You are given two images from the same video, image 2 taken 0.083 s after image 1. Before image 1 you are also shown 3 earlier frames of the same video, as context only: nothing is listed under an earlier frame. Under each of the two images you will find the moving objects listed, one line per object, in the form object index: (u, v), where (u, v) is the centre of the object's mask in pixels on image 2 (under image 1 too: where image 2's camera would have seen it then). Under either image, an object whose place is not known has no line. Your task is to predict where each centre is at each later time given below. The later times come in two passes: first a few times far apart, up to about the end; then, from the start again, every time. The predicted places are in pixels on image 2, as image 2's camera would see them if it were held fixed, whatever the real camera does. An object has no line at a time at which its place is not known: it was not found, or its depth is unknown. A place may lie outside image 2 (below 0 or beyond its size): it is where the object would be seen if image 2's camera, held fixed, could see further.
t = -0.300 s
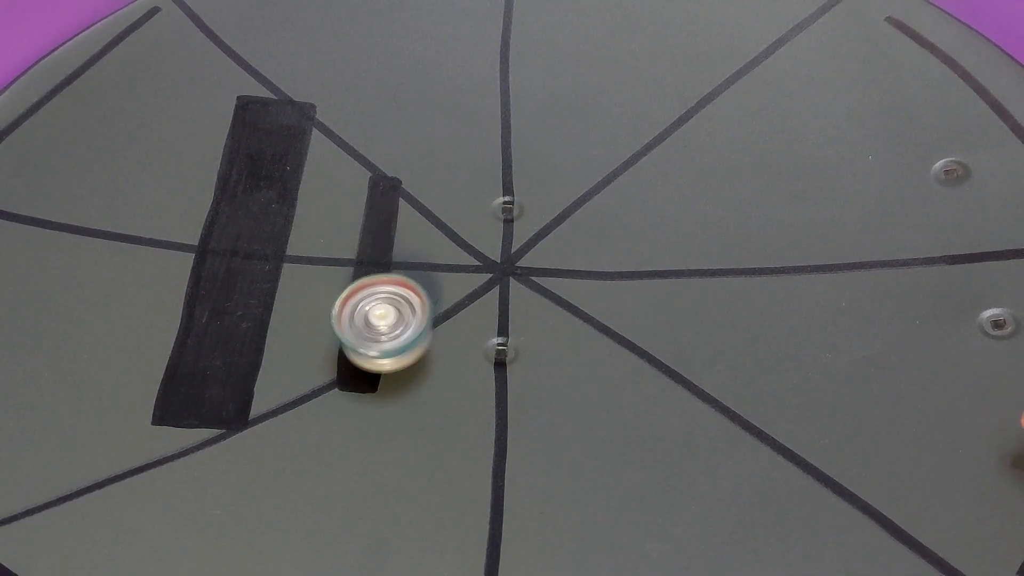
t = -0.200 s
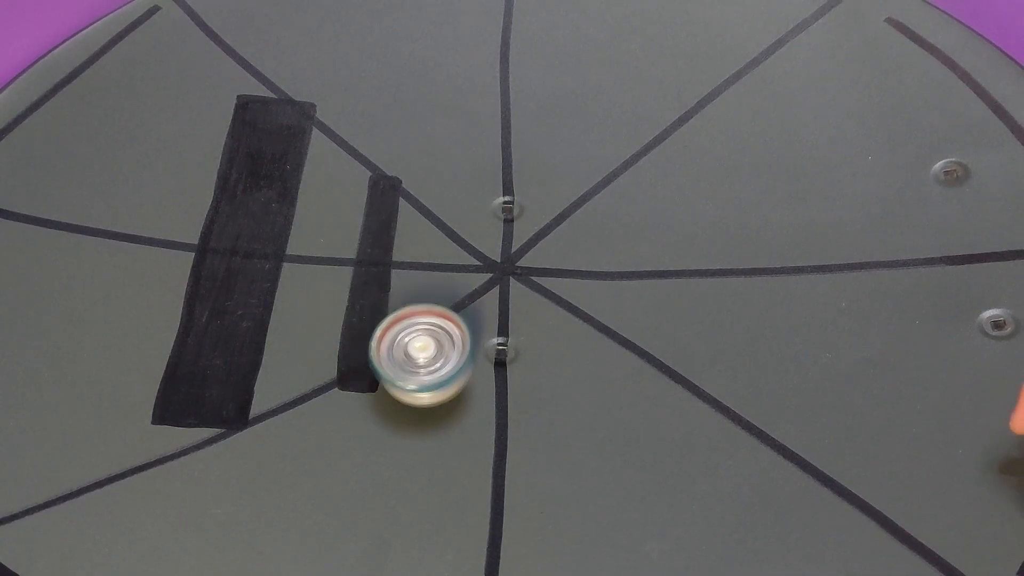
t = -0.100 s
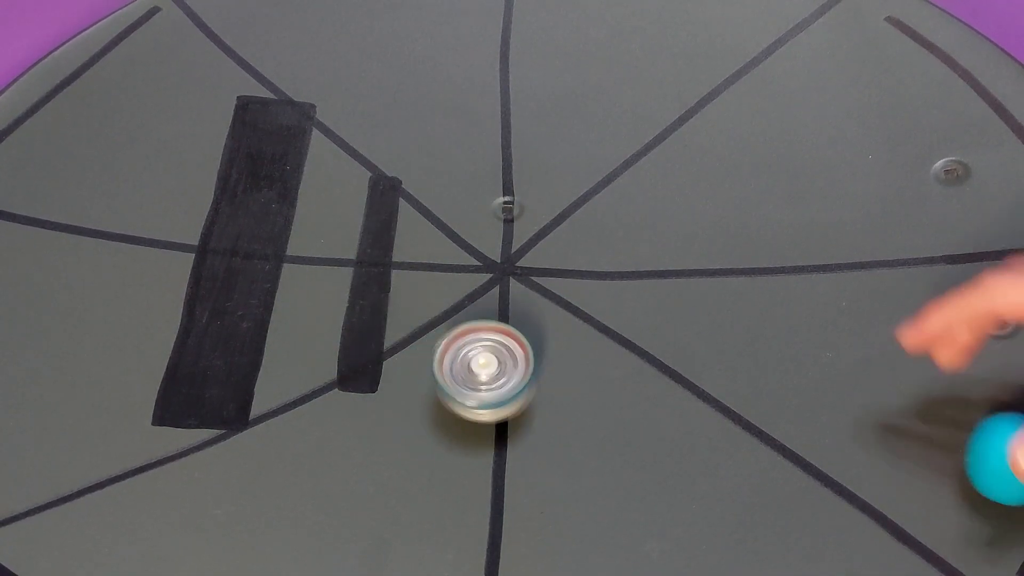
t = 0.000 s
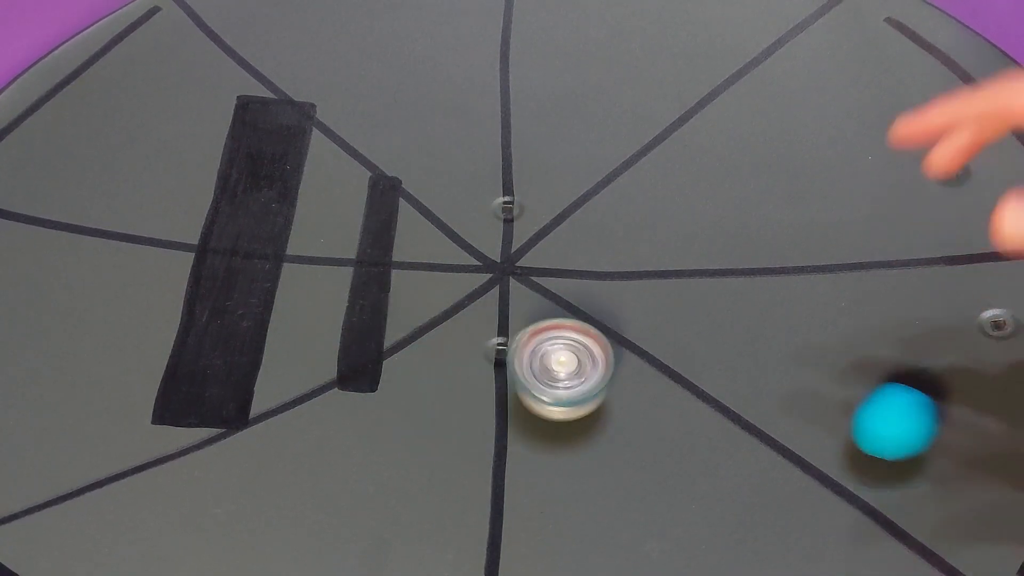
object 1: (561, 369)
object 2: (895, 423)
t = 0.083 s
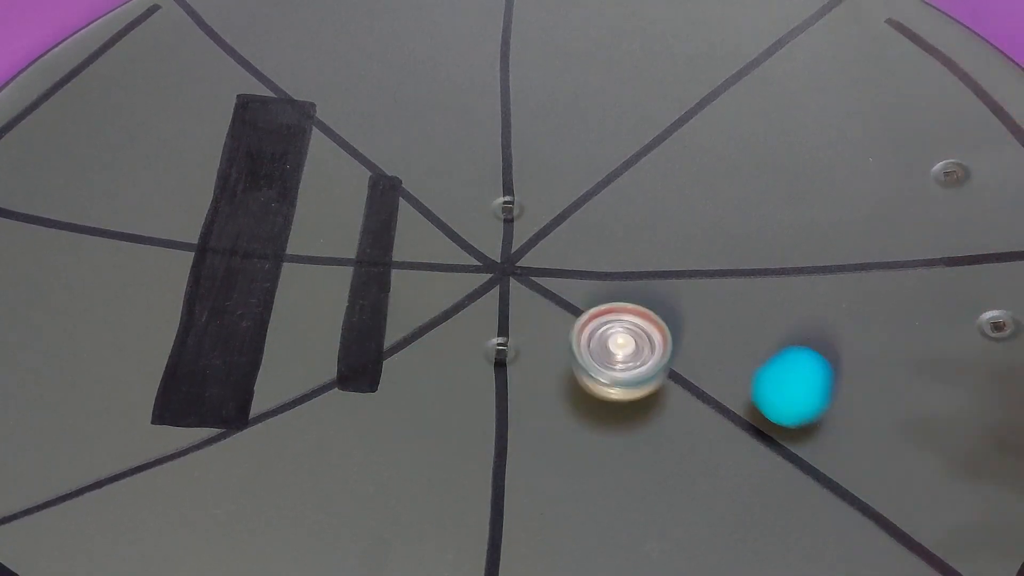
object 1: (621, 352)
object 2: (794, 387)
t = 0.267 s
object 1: (624, 143)
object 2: (633, 442)
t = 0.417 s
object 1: (573, 14)
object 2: (520, 474)
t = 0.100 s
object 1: (631, 345)
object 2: (776, 375)
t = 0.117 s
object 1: (640, 339)
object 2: (758, 365)
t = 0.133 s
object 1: (649, 332)
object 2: (740, 354)
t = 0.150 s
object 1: (652, 317)
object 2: (727, 357)
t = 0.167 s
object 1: (648, 290)
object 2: (719, 377)
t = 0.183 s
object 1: (645, 263)
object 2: (706, 390)
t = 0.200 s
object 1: (641, 237)
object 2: (692, 402)
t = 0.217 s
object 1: (638, 213)
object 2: (675, 420)
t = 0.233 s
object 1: (634, 189)
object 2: (663, 430)
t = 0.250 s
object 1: (630, 166)
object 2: (649, 434)
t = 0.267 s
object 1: (624, 143)
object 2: (633, 442)
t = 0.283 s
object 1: (620, 122)
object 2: (618, 452)
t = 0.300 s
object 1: (614, 102)
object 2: (605, 454)
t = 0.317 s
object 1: (609, 84)
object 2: (588, 459)
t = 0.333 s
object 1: (604, 65)
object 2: (574, 465)
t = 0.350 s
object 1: (597, 49)
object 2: (564, 467)
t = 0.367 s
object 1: (592, 34)
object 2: (554, 468)
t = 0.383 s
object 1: (586, 26)
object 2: (542, 469)
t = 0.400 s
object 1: (579, 19)
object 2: (528, 471)
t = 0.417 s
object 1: (573, 14)
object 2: (520, 474)
